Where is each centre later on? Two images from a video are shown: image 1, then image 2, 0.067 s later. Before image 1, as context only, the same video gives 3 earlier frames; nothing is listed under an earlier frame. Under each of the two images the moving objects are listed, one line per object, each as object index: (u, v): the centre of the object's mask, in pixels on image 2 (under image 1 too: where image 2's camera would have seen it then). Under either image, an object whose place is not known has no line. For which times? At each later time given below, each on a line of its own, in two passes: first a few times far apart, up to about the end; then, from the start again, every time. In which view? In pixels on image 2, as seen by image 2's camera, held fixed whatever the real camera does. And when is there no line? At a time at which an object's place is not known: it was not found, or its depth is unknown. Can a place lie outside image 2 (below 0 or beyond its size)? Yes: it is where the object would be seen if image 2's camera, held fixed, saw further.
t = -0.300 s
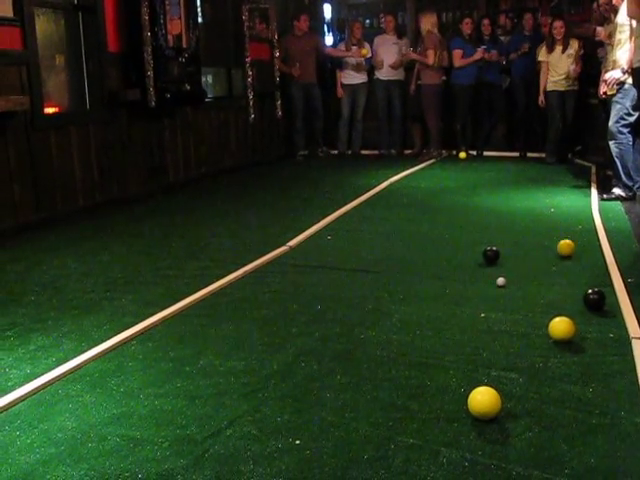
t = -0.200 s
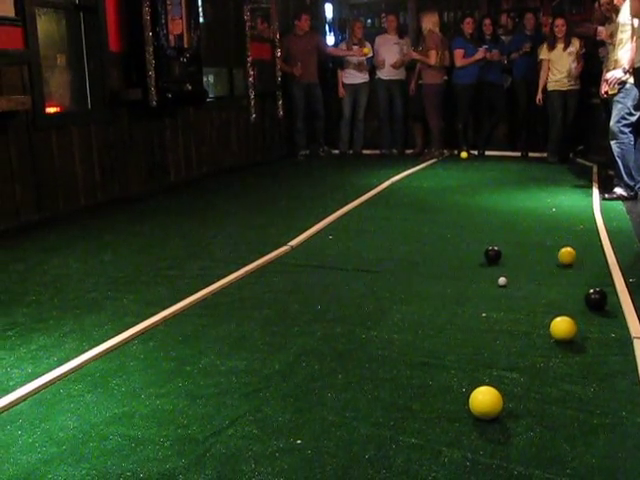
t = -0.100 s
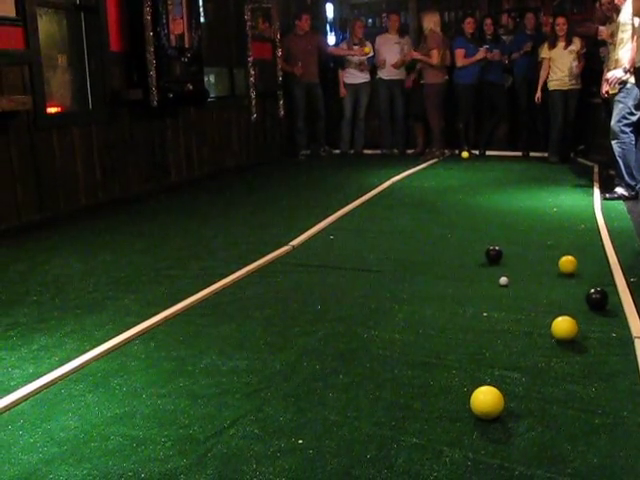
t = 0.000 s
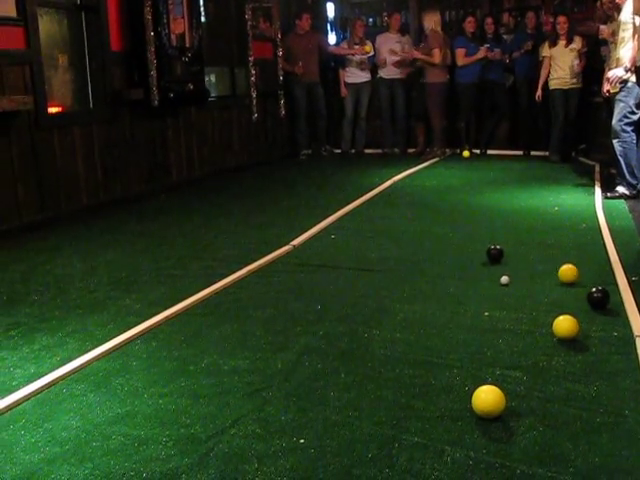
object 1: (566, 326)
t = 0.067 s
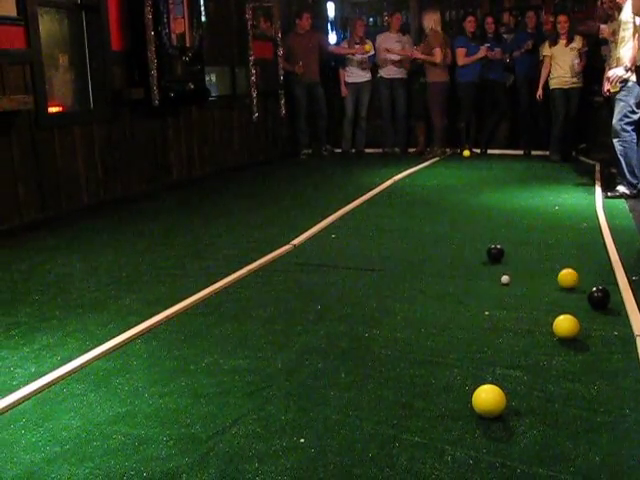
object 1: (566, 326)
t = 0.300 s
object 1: (566, 326)
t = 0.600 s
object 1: (570, 340)
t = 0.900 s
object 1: (577, 361)
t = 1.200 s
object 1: (584, 381)
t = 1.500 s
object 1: (588, 396)
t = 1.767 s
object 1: (591, 402)
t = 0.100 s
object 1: (566, 326)
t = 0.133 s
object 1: (566, 326)
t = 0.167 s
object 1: (566, 326)
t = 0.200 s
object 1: (566, 326)
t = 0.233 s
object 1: (566, 326)
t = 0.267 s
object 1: (566, 326)
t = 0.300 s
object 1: (566, 326)
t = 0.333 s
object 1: (566, 326)
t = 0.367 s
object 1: (566, 326)
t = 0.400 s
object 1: (566, 327)
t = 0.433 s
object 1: (567, 327)
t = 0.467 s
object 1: (567, 329)
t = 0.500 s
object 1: (568, 332)
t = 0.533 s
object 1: (569, 335)
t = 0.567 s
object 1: (570, 337)
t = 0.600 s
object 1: (570, 340)
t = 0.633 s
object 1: (571, 342)
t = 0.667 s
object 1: (572, 344)
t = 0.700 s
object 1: (573, 347)
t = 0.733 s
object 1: (573, 349)
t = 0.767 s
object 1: (574, 352)
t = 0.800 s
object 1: (575, 354)
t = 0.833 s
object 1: (575, 357)
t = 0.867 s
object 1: (576, 359)
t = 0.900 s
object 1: (577, 361)
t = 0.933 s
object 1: (578, 364)
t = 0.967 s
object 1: (578, 366)
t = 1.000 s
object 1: (579, 368)
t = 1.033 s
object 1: (580, 371)
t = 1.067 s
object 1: (581, 373)
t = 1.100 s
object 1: (582, 375)
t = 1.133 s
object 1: (582, 377)
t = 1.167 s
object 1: (583, 379)
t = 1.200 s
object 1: (584, 381)
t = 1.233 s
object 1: (584, 383)
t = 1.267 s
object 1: (585, 385)
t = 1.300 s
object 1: (585, 387)
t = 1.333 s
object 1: (586, 389)
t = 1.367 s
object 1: (586, 390)
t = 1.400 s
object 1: (587, 392)
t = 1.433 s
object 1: (587, 393)
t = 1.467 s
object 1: (588, 395)
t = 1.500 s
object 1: (588, 396)
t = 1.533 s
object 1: (589, 397)
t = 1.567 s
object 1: (589, 398)
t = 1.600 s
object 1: (589, 399)
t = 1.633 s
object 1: (590, 400)
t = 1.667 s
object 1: (590, 400)
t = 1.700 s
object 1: (591, 401)
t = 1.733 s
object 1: (591, 401)
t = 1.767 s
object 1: (591, 402)
